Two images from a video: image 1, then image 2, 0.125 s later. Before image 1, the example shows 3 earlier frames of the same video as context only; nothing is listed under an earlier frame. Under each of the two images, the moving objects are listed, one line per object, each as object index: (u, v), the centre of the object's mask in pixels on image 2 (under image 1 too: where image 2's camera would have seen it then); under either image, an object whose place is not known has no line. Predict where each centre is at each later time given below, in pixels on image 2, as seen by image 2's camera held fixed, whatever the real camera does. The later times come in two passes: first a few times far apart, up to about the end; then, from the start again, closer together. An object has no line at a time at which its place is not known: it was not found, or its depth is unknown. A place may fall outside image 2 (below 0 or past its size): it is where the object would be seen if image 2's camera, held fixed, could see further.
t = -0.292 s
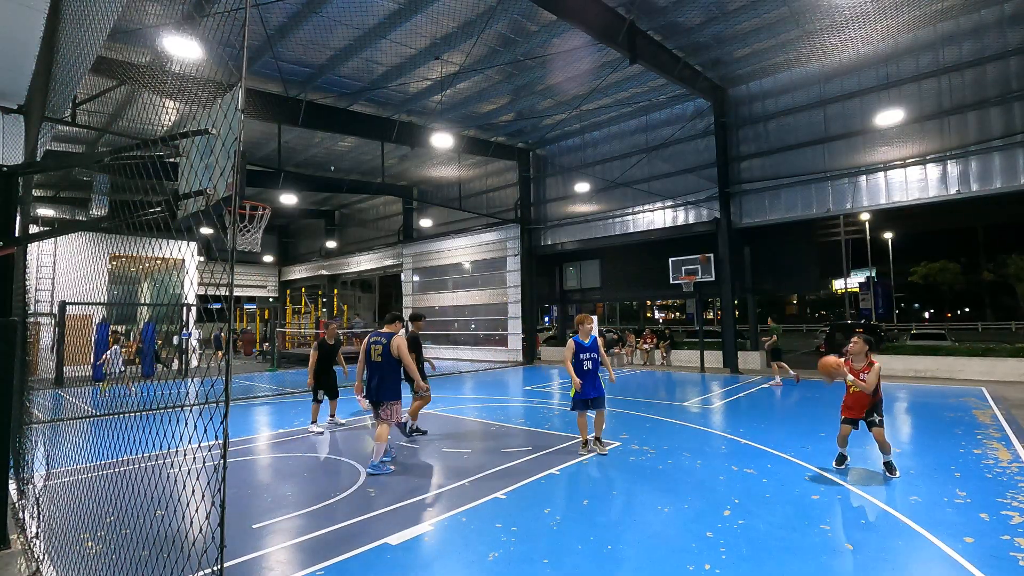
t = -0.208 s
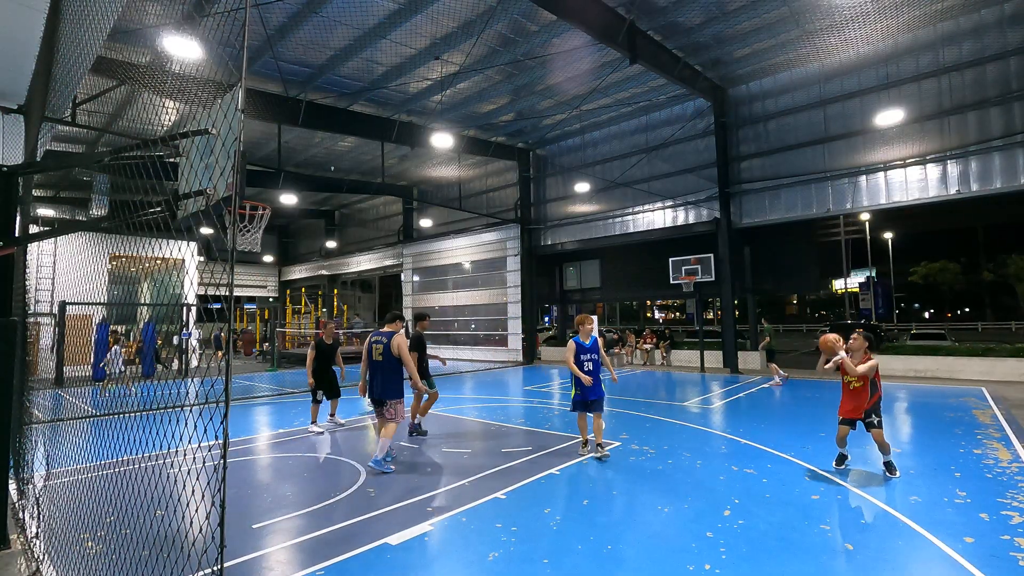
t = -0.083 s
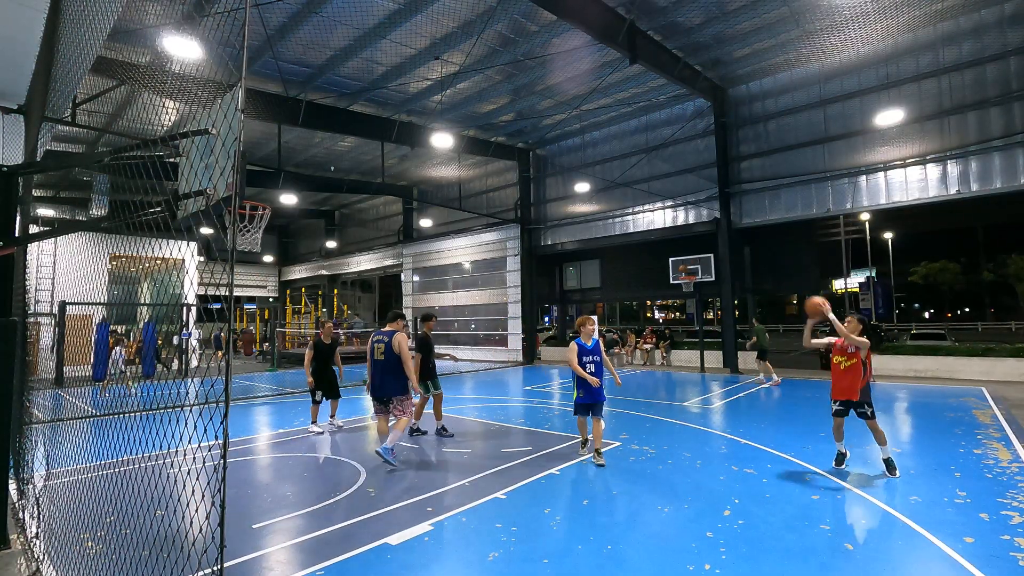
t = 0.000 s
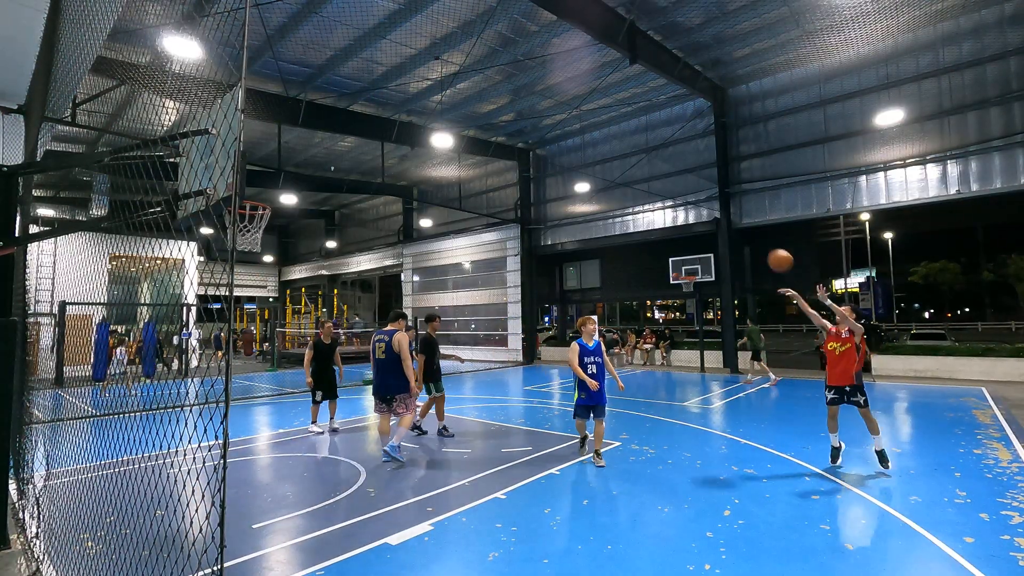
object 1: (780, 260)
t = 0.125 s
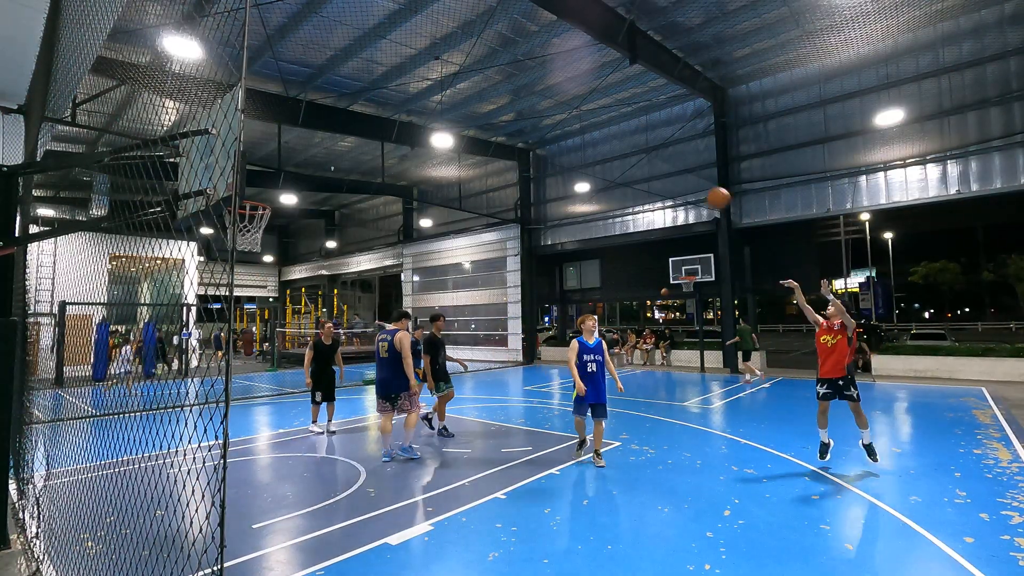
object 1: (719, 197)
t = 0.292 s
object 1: (638, 137)
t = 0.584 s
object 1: (502, 84)
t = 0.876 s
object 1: (370, 102)
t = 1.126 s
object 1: (255, 175)
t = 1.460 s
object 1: (317, 142)
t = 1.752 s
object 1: (390, 152)
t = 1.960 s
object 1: (433, 192)
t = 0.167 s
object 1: (698, 180)
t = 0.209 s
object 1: (678, 164)
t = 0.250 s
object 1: (658, 149)
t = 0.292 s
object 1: (638, 137)
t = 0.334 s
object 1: (618, 125)
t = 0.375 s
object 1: (599, 115)
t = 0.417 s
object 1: (579, 105)
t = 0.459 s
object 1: (560, 98)
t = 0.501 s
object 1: (540, 92)
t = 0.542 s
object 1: (522, 87)
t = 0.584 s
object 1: (502, 84)
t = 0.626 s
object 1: (484, 83)
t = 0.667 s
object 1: (464, 83)
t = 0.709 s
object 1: (445, 83)
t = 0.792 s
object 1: (407, 91)
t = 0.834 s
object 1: (388, 96)
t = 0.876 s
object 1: (370, 102)
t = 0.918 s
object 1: (349, 111)
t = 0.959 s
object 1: (330, 121)
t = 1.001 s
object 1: (311, 131)
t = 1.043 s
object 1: (292, 145)
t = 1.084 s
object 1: (273, 159)
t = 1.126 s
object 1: (255, 175)
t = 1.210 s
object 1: (248, 189)
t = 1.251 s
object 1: (255, 177)
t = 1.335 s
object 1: (280, 158)
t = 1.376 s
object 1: (292, 152)
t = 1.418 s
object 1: (305, 146)
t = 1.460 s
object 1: (317, 142)
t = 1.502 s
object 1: (329, 140)
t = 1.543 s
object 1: (340, 139)
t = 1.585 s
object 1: (350, 139)
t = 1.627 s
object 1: (361, 140)
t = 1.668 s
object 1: (371, 144)
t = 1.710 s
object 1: (380, 147)
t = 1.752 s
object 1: (390, 152)
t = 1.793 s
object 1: (399, 158)
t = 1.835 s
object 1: (409, 165)
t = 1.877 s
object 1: (418, 174)
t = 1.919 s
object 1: (426, 183)
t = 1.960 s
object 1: (433, 192)
